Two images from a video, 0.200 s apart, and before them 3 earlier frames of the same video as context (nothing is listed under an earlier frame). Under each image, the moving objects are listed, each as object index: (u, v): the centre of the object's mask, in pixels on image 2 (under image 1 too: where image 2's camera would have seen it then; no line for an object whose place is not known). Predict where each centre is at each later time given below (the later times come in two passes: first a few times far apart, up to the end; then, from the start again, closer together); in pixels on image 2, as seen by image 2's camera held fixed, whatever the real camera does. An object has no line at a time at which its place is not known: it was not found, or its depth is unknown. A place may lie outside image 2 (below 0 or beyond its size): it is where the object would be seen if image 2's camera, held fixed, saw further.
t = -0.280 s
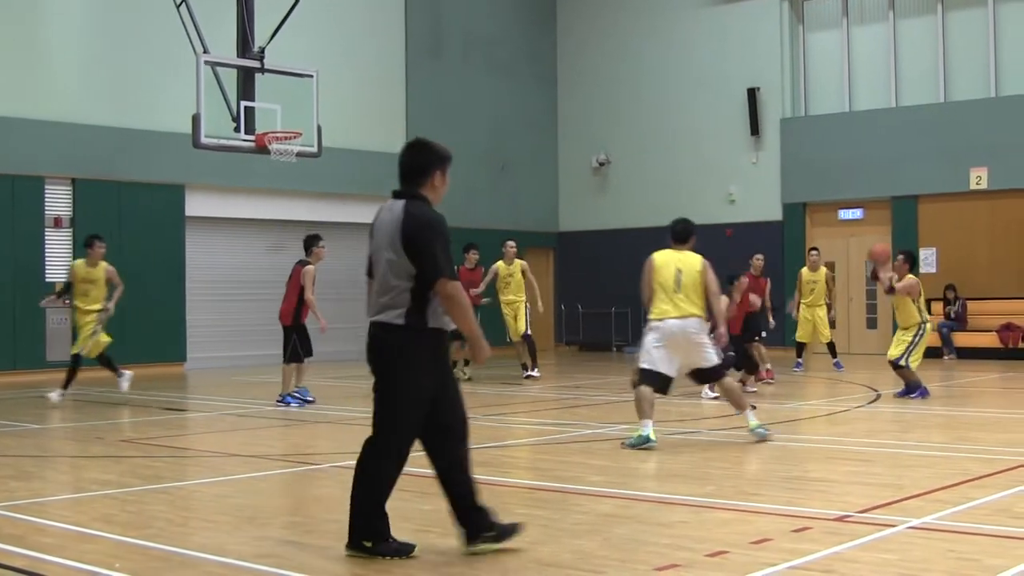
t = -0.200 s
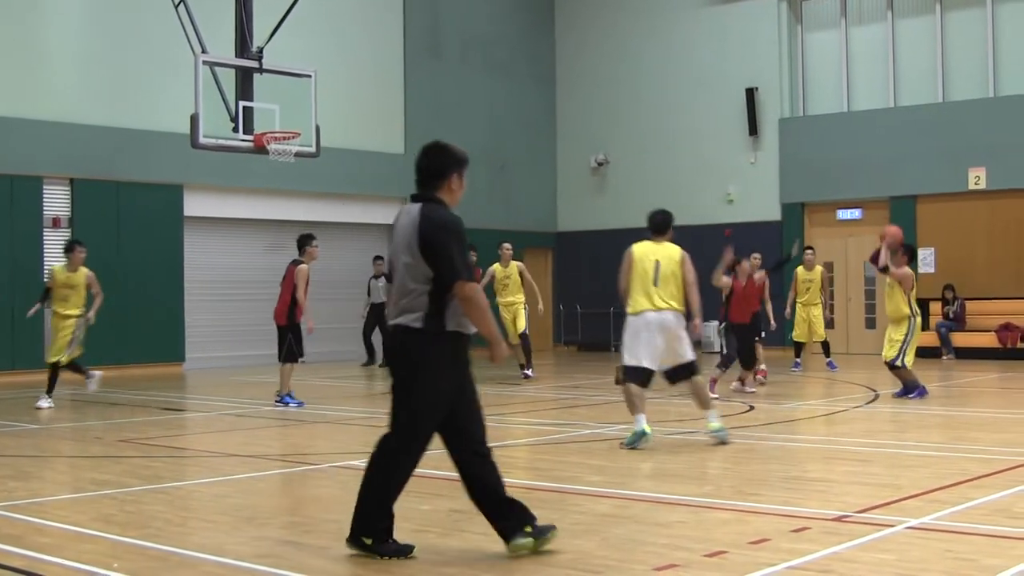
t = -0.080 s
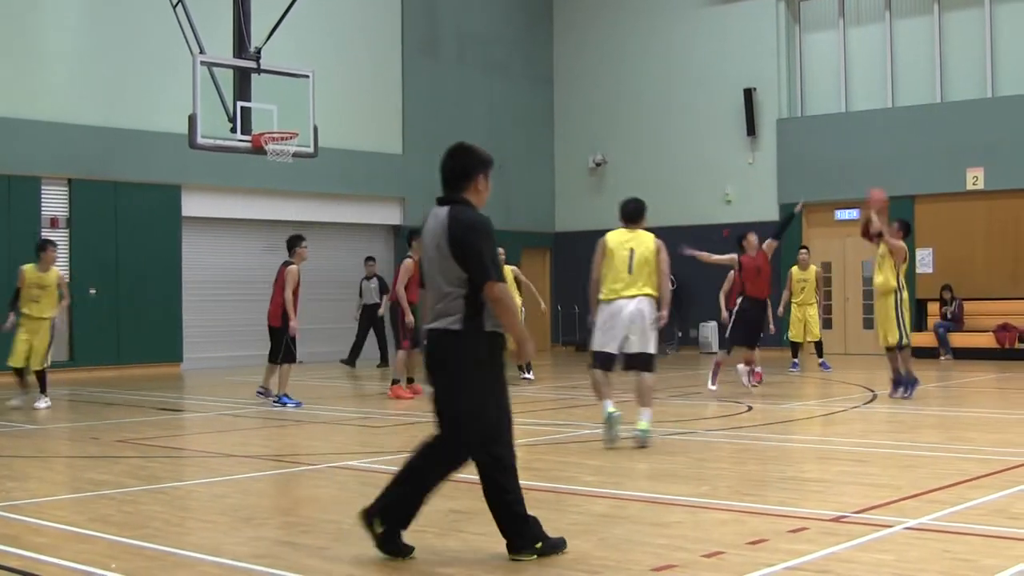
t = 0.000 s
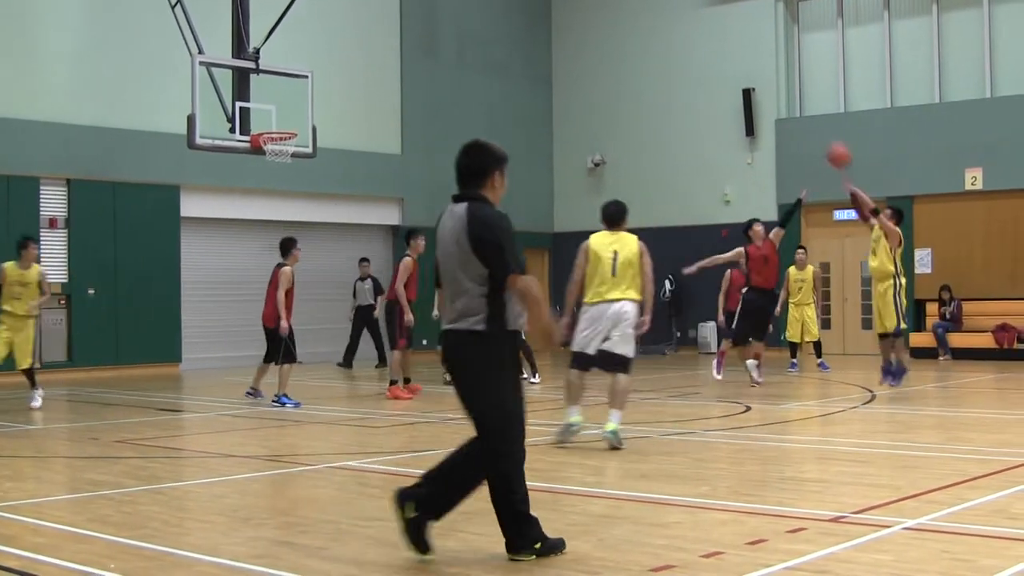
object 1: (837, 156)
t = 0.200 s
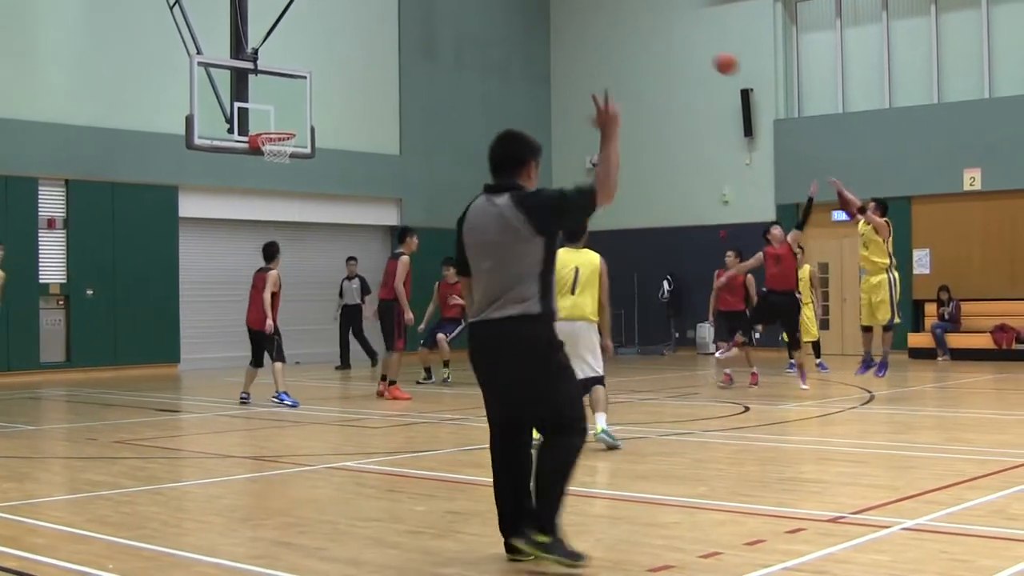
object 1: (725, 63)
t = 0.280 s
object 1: (683, 38)
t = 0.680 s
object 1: (485, 3)
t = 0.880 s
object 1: (396, 28)
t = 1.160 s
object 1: (280, 122)
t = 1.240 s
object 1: (272, 162)
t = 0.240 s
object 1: (704, 49)
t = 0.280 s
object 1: (683, 38)
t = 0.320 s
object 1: (663, 27)
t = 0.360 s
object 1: (643, 18)
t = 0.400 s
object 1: (623, 10)
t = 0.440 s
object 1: (603, 7)
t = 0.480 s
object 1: (582, 5)
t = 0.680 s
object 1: (485, 3)
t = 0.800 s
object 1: (432, 11)
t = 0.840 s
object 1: (415, 19)
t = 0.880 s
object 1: (396, 28)
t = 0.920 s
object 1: (379, 38)
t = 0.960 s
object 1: (363, 49)
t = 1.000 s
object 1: (346, 61)
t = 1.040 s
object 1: (329, 75)
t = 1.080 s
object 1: (312, 90)
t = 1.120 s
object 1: (295, 106)
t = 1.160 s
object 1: (280, 122)
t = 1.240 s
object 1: (272, 162)
